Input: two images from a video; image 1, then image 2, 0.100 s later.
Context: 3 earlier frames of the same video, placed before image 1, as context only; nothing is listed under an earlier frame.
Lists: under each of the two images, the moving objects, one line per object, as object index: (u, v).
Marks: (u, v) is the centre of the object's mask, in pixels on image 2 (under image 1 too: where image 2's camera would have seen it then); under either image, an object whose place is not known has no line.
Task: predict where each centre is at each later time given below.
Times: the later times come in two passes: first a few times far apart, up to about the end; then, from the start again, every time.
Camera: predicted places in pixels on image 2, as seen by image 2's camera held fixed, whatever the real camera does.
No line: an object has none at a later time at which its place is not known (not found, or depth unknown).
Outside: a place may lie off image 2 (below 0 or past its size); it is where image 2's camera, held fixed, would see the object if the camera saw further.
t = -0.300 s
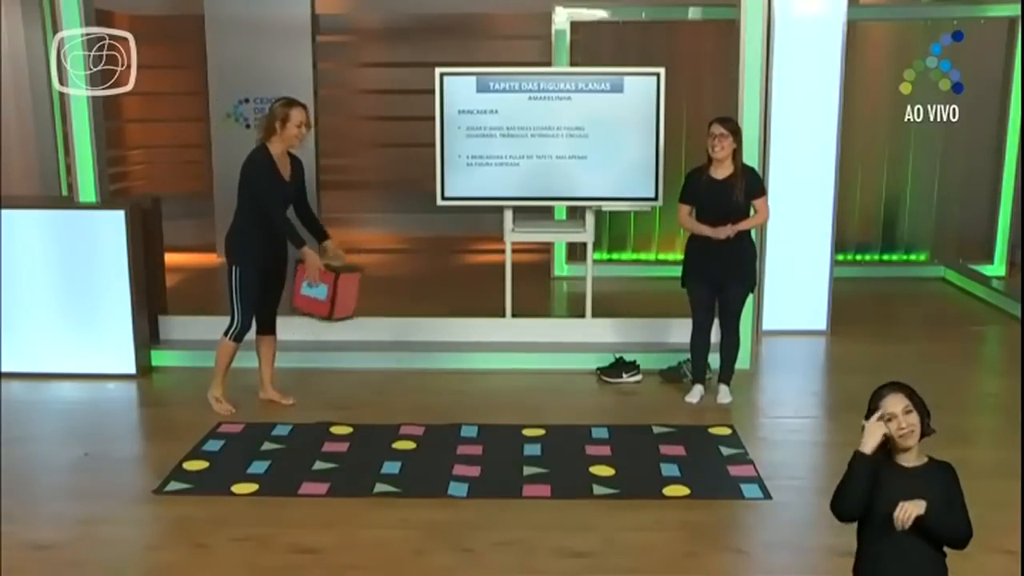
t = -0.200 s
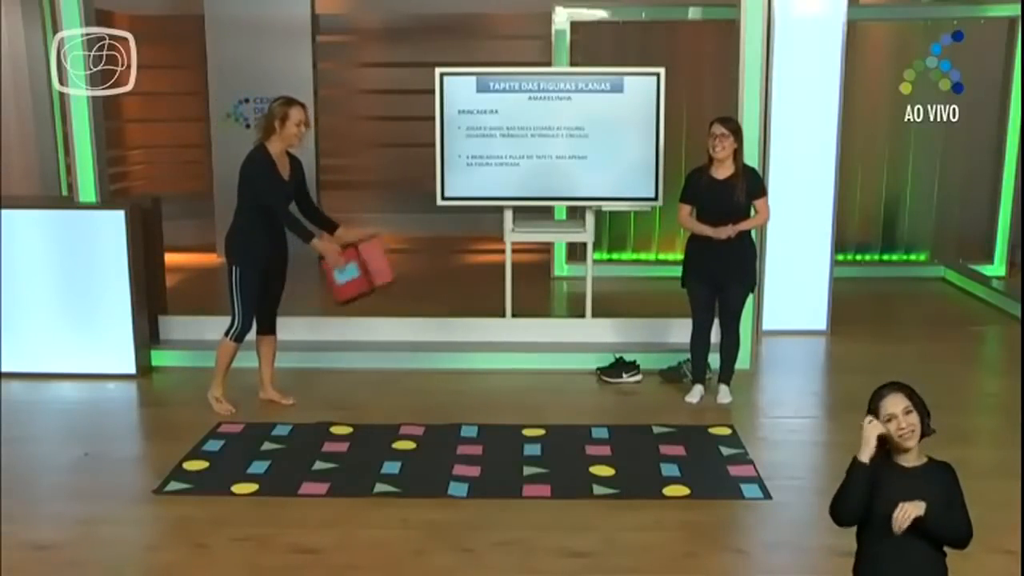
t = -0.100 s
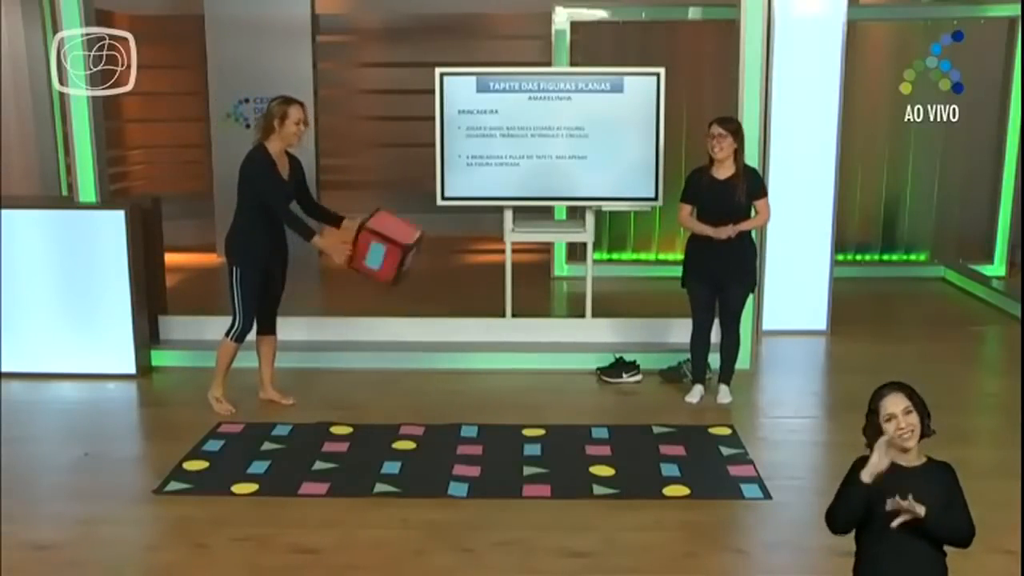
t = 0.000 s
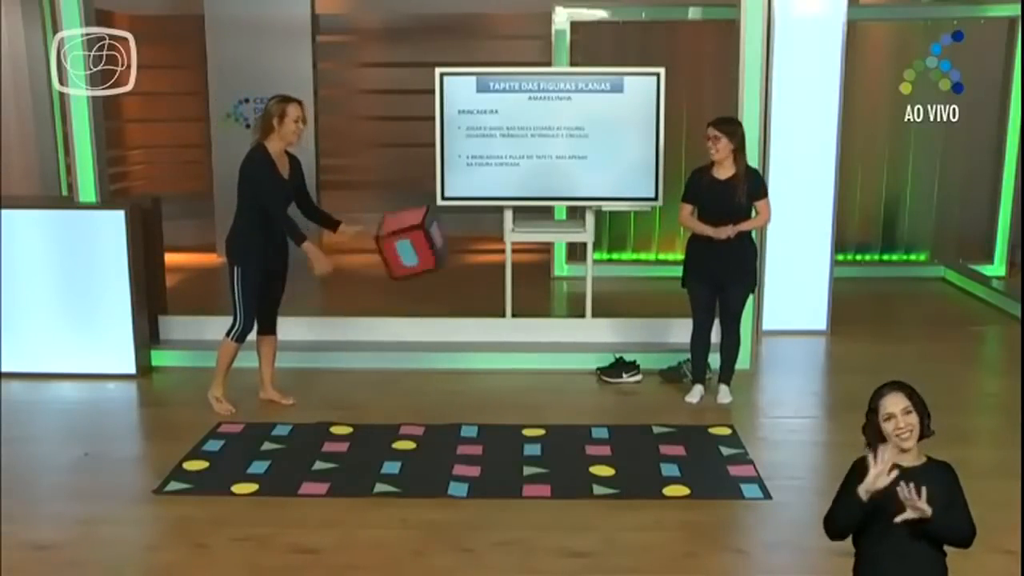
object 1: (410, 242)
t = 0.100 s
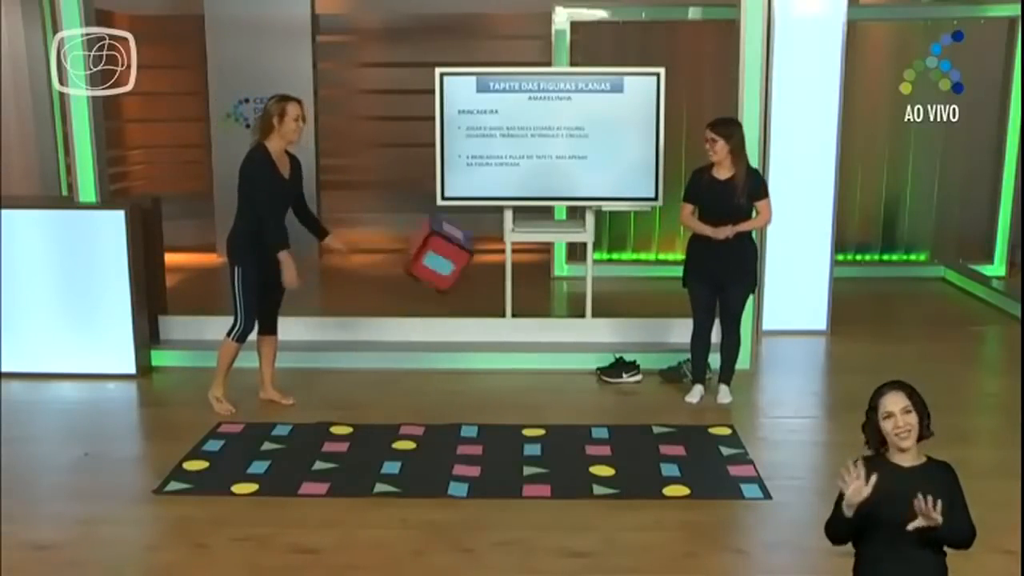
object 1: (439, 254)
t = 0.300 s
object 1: (494, 326)
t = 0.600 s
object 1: (519, 383)
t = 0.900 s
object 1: (519, 386)
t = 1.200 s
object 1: (519, 386)
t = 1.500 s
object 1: (519, 386)
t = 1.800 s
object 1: (519, 386)
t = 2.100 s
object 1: (519, 386)
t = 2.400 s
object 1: (519, 386)
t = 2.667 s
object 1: (519, 386)
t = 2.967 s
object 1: (518, 386)
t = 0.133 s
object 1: (451, 262)
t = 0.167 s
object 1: (460, 270)
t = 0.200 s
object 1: (469, 281)
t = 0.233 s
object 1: (476, 293)
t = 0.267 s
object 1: (486, 309)
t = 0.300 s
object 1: (494, 326)
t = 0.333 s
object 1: (504, 343)
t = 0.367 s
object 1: (512, 361)
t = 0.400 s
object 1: (518, 382)
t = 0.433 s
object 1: (519, 381)
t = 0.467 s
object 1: (519, 380)
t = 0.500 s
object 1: (519, 380)
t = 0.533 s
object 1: (519, 380)
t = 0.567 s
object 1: (519, 382)
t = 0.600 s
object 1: (519, 383)
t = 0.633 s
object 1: (519, 386)
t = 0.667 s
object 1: (518, 386)
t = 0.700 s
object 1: (518, 386)
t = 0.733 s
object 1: (518, 386)
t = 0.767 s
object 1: (519, 386)
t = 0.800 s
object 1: (519, 386)
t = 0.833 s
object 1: (519, 386)
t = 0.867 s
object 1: (519, 386)
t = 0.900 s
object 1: (519, 386)
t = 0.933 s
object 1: (519, 386)
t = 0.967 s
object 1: (519, 386)
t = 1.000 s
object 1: (519, 386)
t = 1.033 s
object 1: (519, 386)
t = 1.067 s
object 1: (519, 386)
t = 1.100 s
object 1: (519, 386)
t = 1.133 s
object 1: (519, 386)
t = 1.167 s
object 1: (519, 386)
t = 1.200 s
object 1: (519, 386)
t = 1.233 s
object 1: (519, 386)
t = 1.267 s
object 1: (519, 386)
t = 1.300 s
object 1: (518, 386)
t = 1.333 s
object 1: (519, 386)
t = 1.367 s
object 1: (519, 386)
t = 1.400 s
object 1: (519, 386)
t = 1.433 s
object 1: (519, 386)
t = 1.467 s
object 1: (519, 386)
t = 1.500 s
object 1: (519, 386)
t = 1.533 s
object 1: (519, 386)
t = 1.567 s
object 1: (519, 386)
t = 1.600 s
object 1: (519, 386)
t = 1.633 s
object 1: (519, 386)
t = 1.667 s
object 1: (519, 386)
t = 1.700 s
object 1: (519, 386)
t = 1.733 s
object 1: (519, 386)
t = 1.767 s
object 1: (519, 386)
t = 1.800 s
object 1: (519, 386)
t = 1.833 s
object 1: (519, 386)
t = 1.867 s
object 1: (519, 386)
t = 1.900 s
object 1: (519, 386)
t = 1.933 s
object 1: (519, 386)
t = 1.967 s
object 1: (519, 386)
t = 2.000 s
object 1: (519, 386)
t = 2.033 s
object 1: (519, 386)
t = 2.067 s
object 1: (519, 386)
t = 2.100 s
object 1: (519, 386)
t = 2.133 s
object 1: (519, 386)
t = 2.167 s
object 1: (519, 386)
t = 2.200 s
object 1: (519, 386)
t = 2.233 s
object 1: (519, 386)
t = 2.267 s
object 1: (519, 386)
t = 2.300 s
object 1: (519, 386)
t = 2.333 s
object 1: (519, 386)
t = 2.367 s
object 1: (519, 386)
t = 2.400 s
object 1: (519, 386)
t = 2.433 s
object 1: (519, 386)
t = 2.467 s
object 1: (519, 386)
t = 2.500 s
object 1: (519, 386)
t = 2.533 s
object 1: (519, 386)
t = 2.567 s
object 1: (519, 386)
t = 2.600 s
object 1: (519, 386)
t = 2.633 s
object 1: (519, 386)
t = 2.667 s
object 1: (519, 386)
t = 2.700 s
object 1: (519, 386)
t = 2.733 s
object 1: (519, 386)
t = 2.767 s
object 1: (519, 386)
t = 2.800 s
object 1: (519, 386)
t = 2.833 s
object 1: (519, 386)
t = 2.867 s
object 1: (519, 386)
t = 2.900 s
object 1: (519, 386)
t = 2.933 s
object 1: (519, 386)
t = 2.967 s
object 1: (518, 386)
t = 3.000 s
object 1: (519, 386)
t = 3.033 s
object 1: (519, 386)
